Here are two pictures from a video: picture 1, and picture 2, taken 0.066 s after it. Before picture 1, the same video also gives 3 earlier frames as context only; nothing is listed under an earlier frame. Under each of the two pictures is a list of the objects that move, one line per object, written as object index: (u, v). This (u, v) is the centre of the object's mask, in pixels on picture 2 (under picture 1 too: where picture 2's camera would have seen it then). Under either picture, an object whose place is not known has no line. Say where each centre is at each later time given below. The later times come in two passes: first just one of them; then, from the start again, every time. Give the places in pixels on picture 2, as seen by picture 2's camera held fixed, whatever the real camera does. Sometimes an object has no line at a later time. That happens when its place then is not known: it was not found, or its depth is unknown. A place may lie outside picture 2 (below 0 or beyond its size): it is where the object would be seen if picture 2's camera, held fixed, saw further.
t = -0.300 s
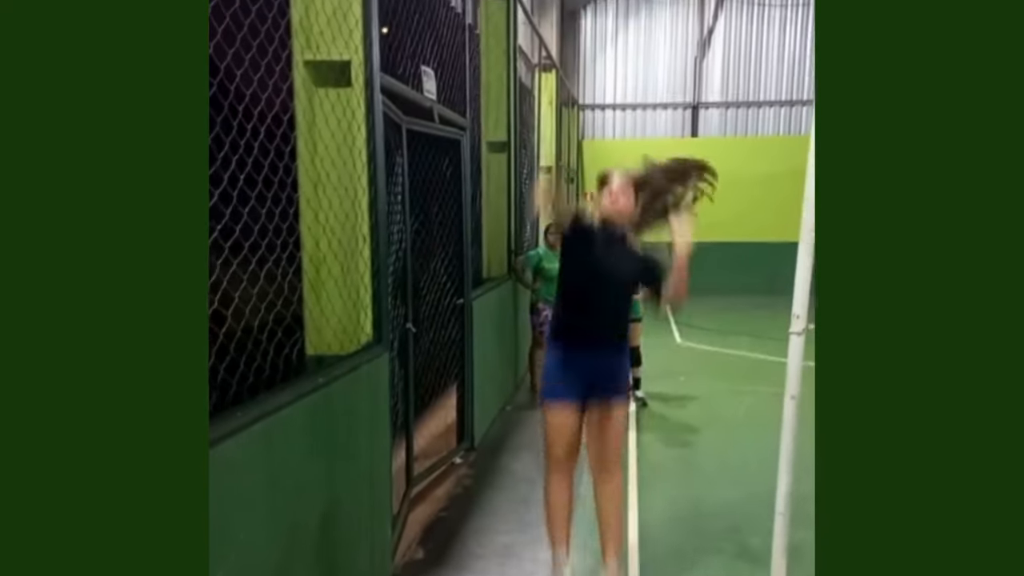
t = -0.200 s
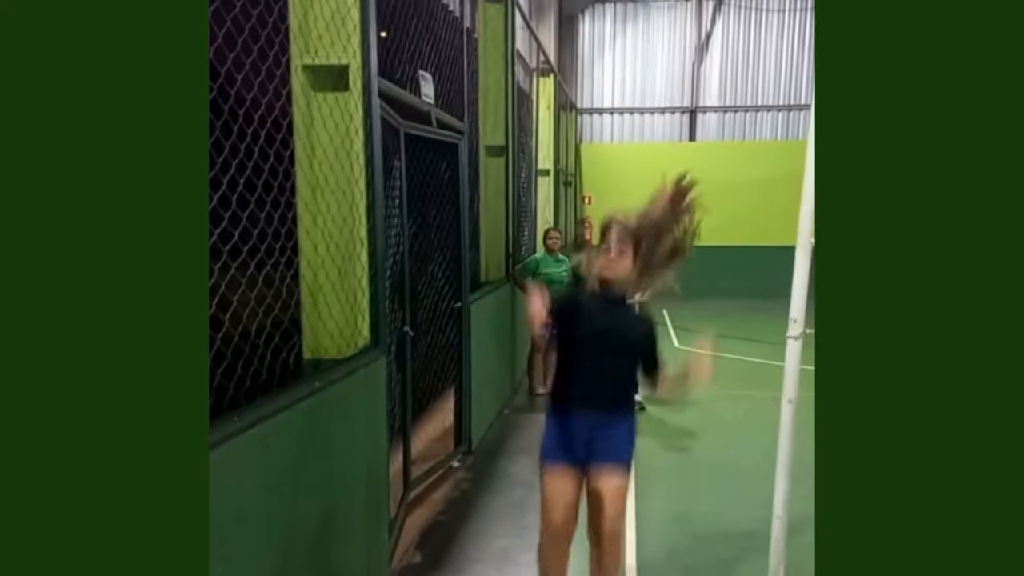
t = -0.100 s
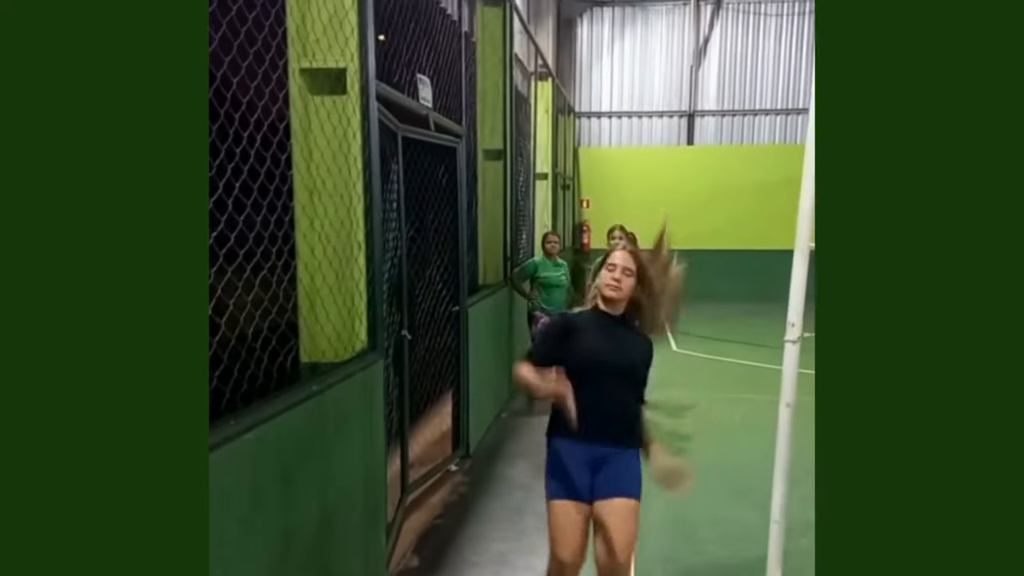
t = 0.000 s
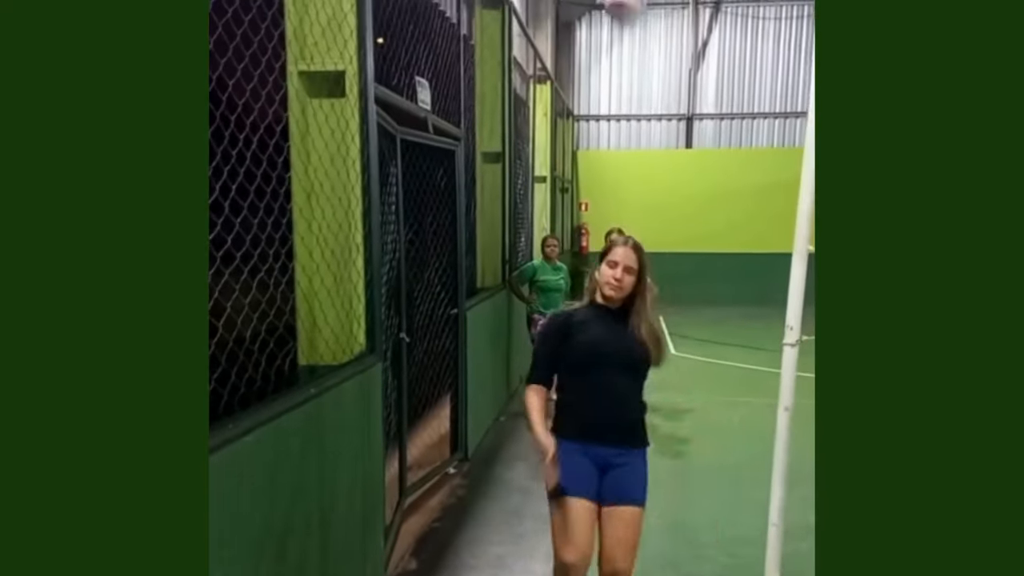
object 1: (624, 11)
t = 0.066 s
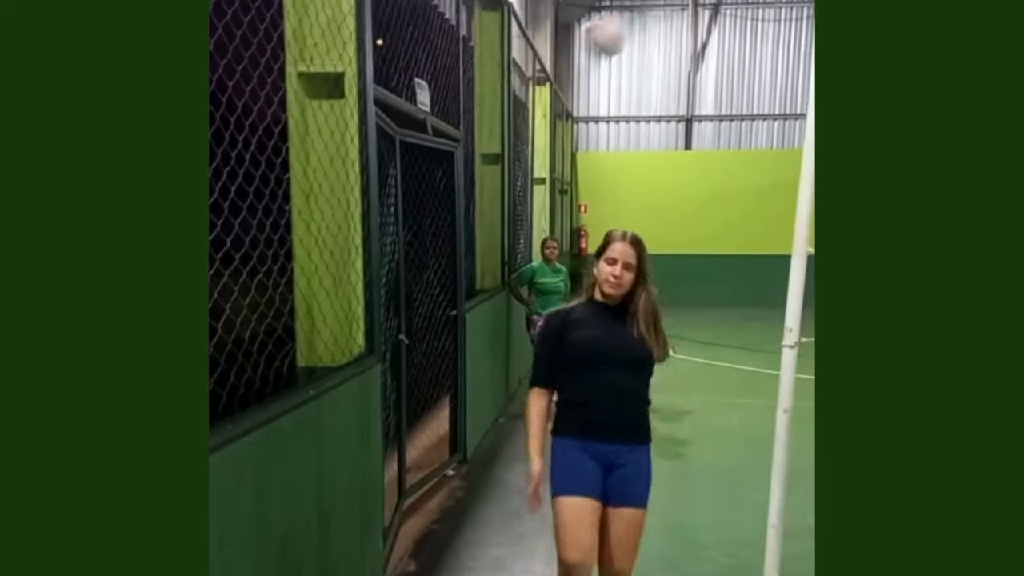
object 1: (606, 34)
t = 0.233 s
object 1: (505, 73)
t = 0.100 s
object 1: (584, 48)
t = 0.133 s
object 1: (563, 59)
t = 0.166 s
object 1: (545, 68)
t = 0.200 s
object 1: (523, 71)
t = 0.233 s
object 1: (505, 73)
